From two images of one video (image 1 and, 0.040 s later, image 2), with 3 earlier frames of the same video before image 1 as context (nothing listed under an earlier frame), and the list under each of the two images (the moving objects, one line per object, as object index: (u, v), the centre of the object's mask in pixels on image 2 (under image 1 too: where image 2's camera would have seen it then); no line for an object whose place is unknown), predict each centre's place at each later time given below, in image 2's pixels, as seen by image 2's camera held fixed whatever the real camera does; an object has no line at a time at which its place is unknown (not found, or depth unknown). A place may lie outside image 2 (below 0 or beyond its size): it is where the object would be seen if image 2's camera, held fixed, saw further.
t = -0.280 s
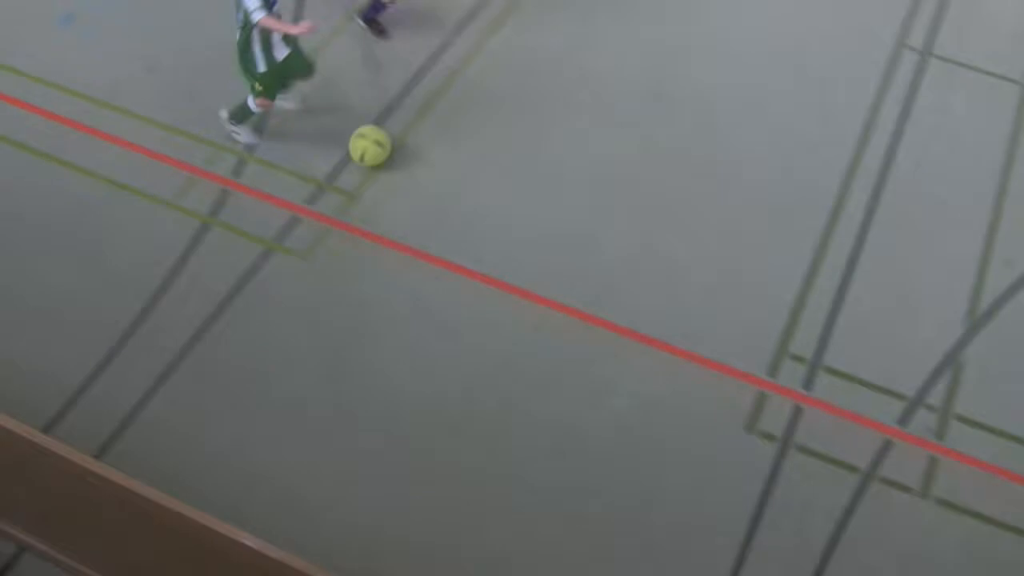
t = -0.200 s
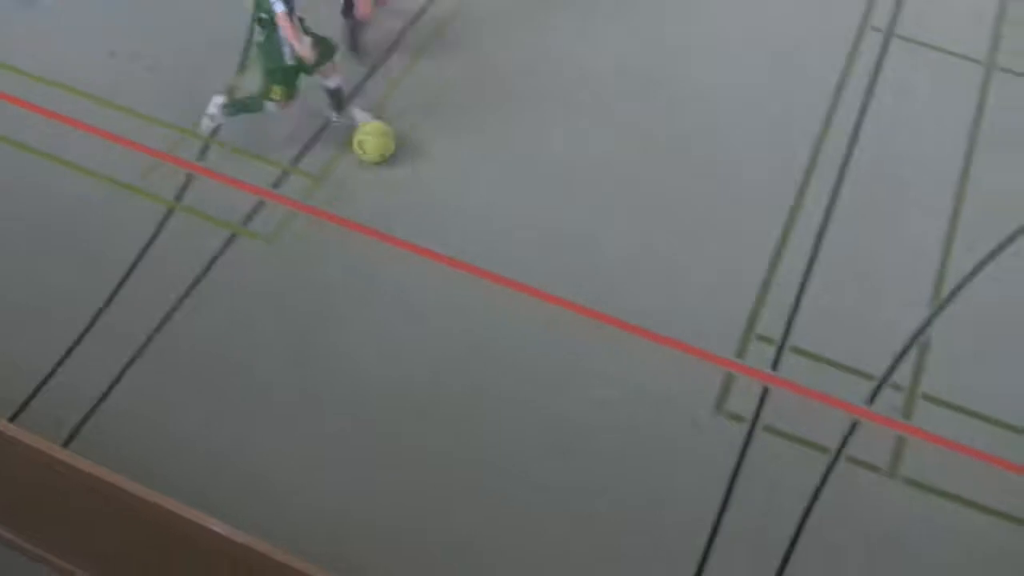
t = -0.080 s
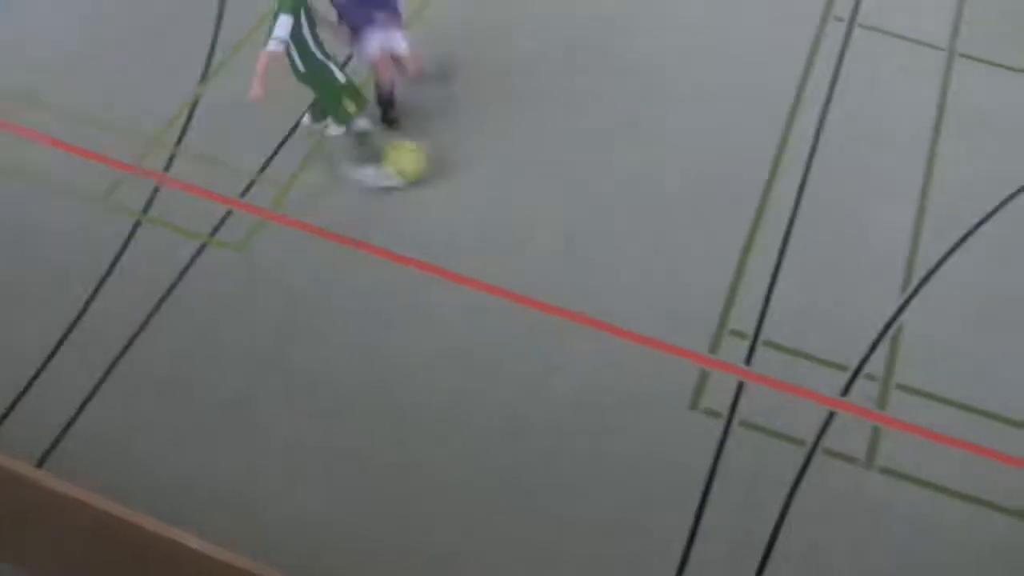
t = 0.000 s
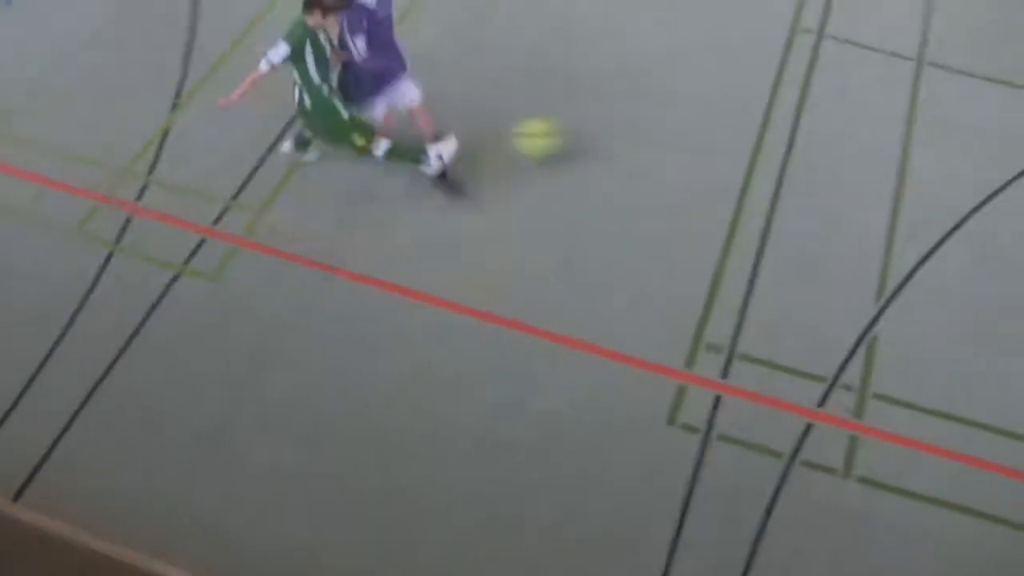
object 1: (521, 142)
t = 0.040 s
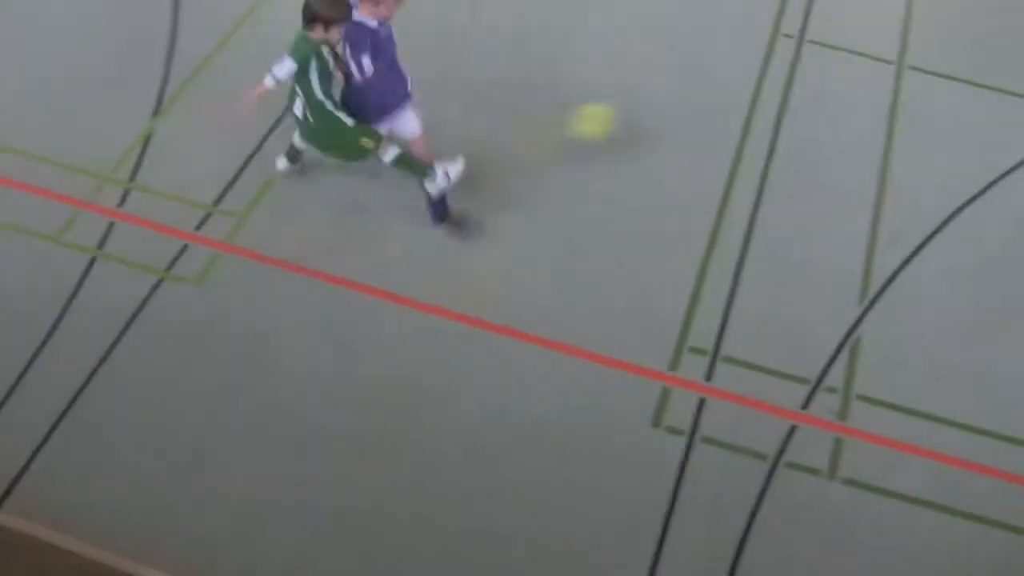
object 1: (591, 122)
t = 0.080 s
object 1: (663, 105)
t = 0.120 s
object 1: (729, 89)
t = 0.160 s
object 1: (789, 76)
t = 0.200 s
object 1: (846, 68)
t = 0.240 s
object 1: (898, 61)
